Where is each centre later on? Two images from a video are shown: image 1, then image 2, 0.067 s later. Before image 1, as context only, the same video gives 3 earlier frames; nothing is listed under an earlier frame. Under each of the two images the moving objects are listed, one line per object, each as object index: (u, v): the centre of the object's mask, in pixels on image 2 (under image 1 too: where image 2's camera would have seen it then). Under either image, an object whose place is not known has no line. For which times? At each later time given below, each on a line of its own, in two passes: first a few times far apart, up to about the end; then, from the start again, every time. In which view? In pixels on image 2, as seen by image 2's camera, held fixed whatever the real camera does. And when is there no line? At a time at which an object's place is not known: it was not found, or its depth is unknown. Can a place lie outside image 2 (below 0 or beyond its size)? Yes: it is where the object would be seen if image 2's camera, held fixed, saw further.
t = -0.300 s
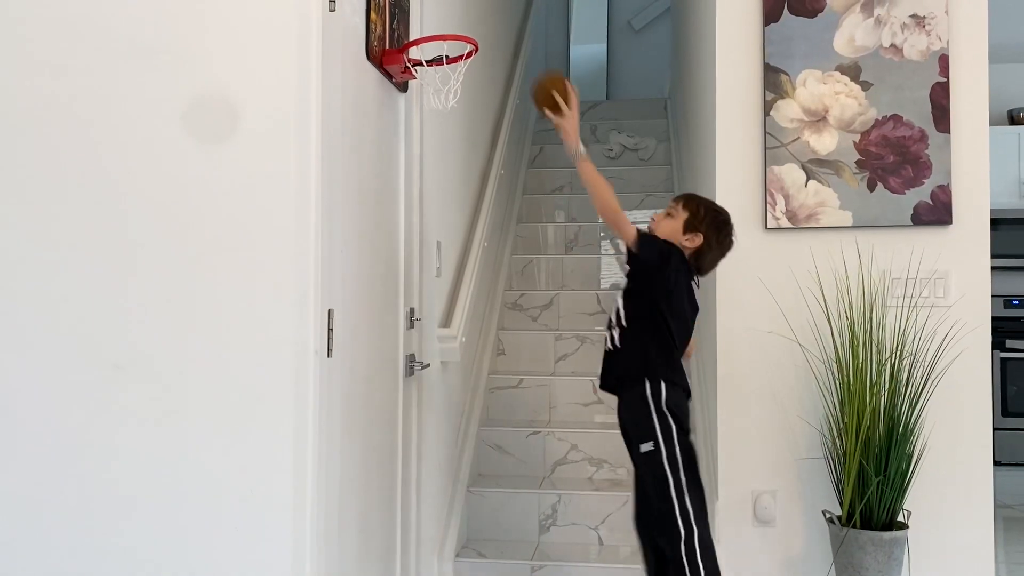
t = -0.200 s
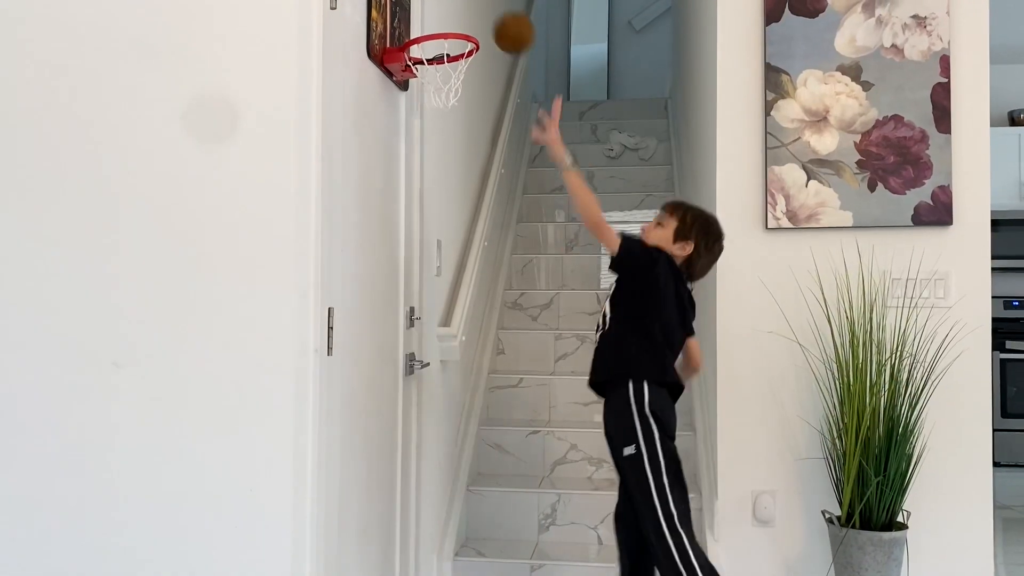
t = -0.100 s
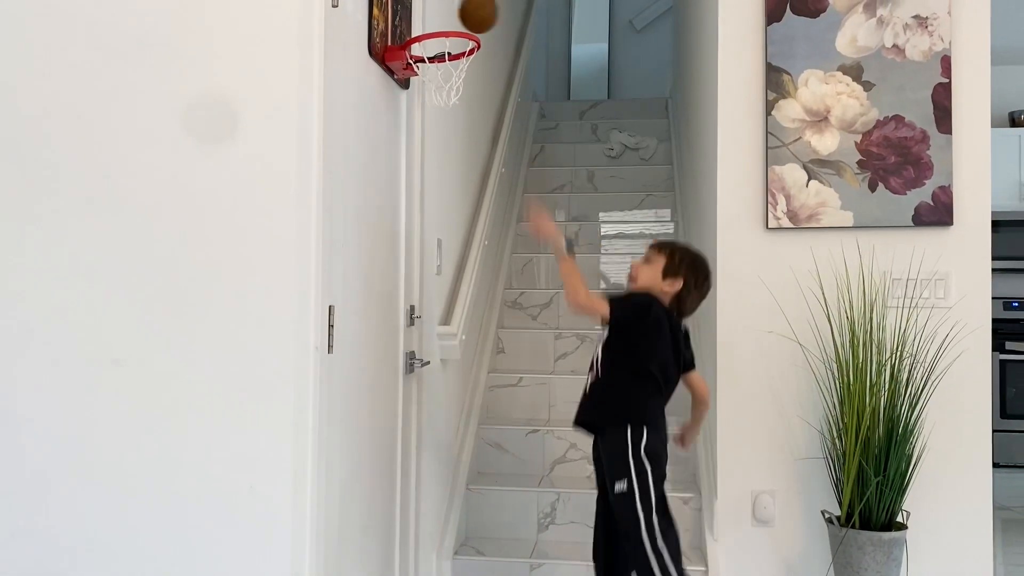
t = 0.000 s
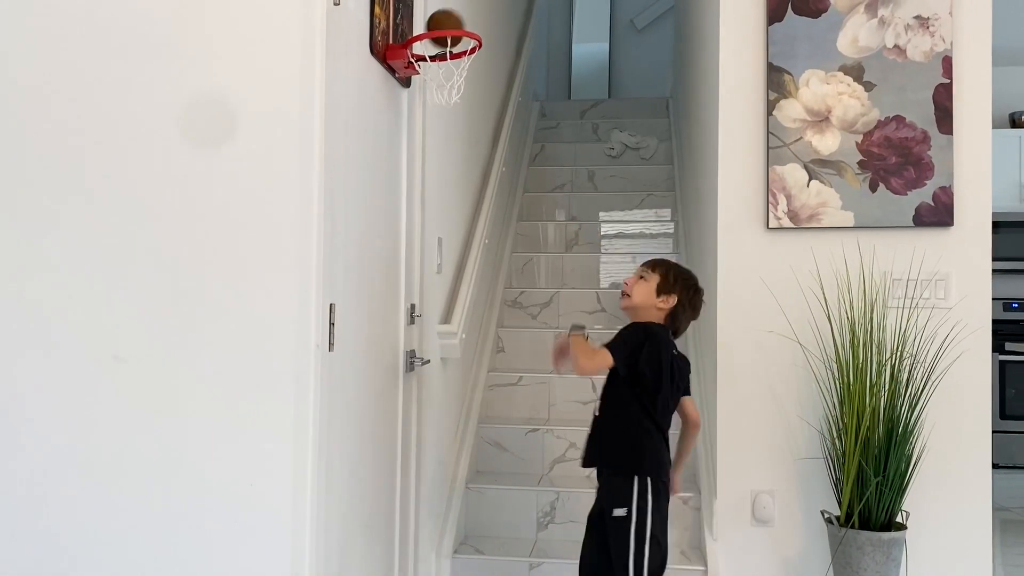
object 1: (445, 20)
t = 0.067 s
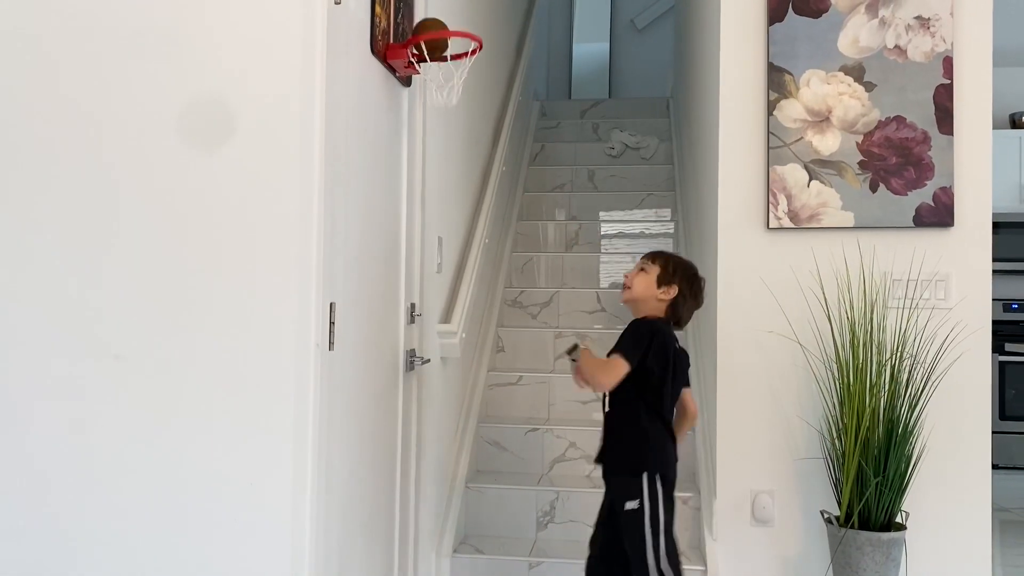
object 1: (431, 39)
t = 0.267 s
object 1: (442, 52)
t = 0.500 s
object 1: (463, 118)
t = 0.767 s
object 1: (474, 386)
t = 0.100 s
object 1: (429, 38)
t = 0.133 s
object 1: (426, 40)
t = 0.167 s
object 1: (427, 40)
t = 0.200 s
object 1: (431, 41)
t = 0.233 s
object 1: (436, 44)
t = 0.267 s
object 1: (442, 52)
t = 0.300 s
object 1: (445, 58)
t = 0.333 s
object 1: (449, 65)
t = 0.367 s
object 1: (453, 73)
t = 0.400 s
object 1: (457, 81)
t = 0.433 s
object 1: (459, 89)
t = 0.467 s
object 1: (461, 102)
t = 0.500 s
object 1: (463, 118)
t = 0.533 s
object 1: (465, 139)
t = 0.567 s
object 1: (467, 163)
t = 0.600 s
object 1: (469, 191)
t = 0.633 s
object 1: (470, 223)
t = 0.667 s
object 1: (471, 257)
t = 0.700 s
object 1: (473, 295)
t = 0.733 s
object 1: (474, 339)
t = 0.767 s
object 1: (474, 386)
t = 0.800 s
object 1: (475, 438)
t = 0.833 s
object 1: (476, 492)
